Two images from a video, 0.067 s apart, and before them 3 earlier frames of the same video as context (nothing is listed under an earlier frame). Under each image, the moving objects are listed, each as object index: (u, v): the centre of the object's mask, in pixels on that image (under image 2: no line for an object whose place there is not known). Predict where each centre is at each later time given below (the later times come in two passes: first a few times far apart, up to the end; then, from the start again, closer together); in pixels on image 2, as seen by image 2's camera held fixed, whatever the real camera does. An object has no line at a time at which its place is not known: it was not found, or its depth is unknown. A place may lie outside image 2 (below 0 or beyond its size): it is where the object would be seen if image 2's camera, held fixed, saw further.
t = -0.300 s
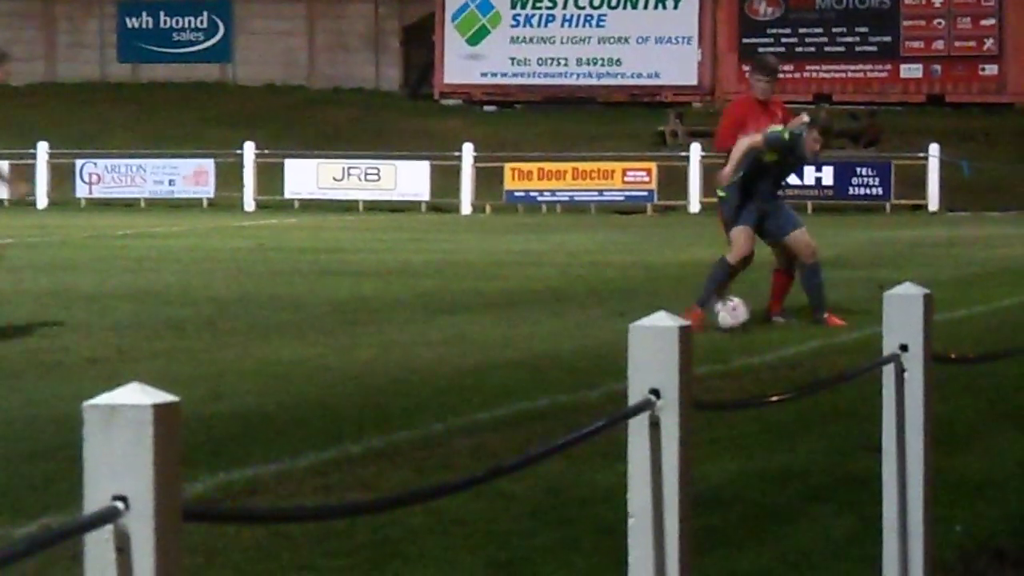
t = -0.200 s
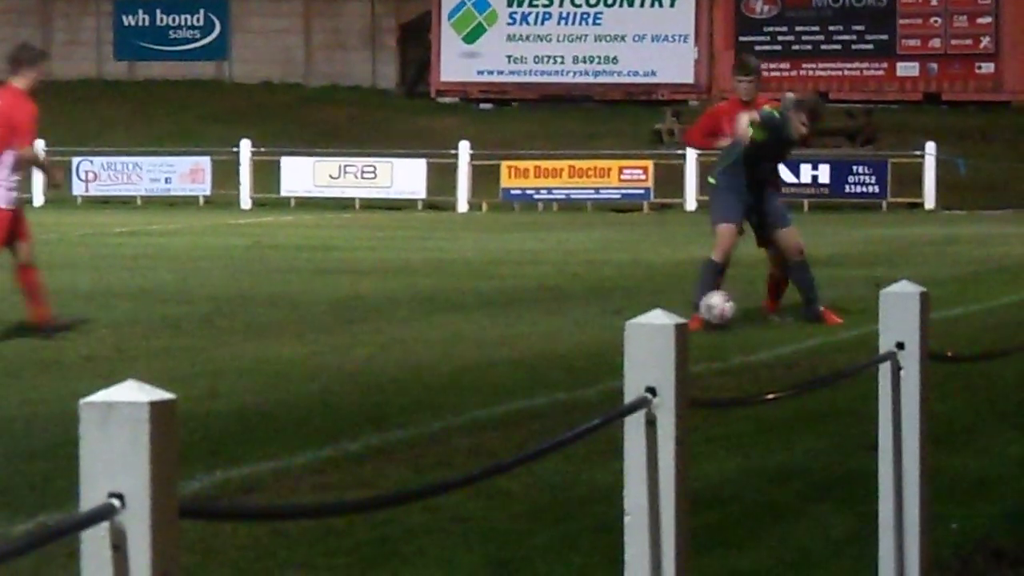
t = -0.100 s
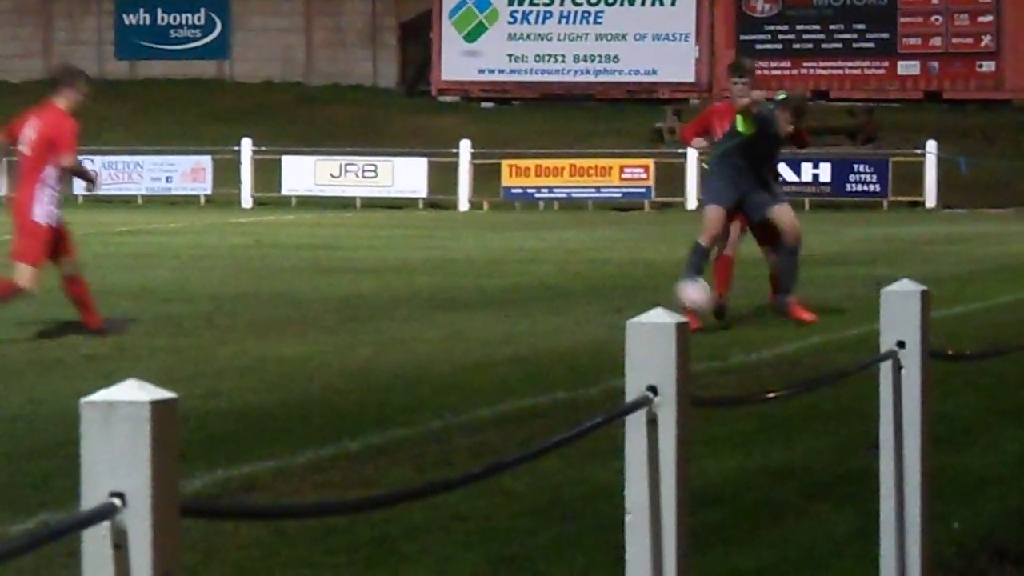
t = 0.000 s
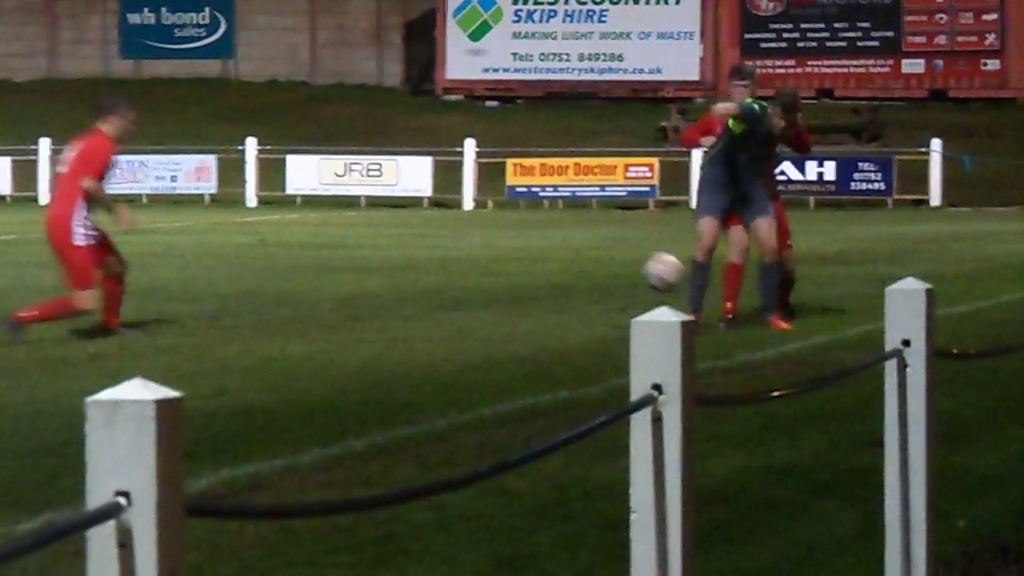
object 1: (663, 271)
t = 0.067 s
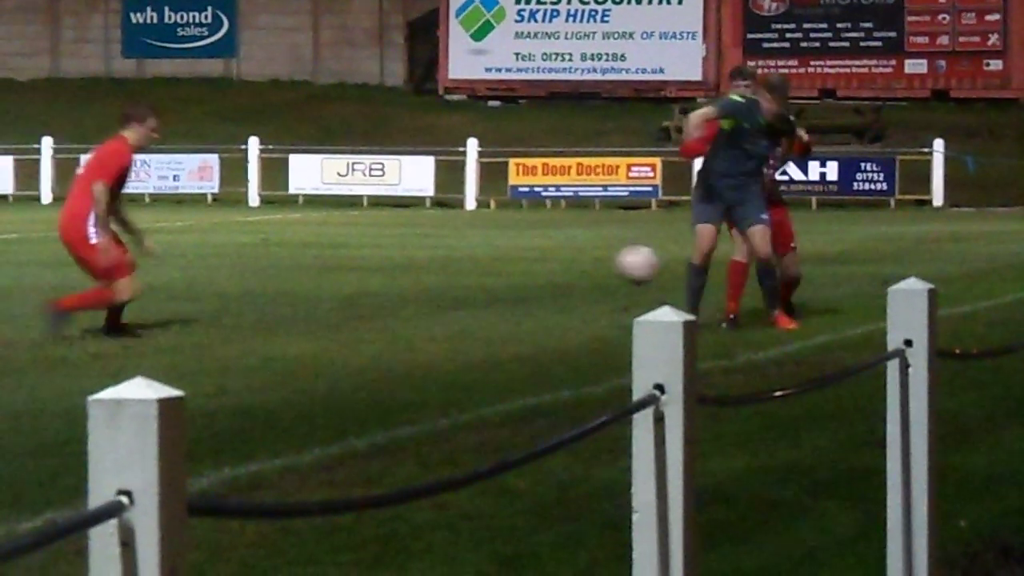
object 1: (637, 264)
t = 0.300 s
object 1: (523, 302)
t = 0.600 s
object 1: (347, 348)
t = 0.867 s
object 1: (180, 388)
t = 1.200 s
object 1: (-71, 436)
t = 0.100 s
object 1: (623, 264)
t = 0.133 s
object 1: (607, 265)
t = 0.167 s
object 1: (592, 269)
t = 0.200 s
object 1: (577, 273)
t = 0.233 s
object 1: (559, 281)
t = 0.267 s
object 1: (541, 290)
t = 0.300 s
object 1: (523, 302)
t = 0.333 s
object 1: (505, 318)
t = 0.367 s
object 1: (487, 332)
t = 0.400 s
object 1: (463, 355)
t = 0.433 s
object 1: (441, 365)
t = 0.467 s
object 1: (424, 359)
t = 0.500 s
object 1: (405, 352)
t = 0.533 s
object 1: (388, 349)
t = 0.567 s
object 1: (368, 347)
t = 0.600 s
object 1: (347, 348)
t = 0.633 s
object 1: (327, 351)
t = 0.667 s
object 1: (305, 357)
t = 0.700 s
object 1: (284, 364)
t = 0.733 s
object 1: (262, 376)
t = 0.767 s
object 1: (236, 393)
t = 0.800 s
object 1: (214, 405)
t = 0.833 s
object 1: (198, 402)
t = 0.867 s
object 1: (180, 388)
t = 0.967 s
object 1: (81, 402)
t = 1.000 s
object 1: (64, 412)
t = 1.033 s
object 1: (44, 427)
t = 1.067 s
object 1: (18, 438)
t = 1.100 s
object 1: (-7, 439)
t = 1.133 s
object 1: (-31, 434)
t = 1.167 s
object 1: (-53, 433)
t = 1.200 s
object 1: (-71, 436)
